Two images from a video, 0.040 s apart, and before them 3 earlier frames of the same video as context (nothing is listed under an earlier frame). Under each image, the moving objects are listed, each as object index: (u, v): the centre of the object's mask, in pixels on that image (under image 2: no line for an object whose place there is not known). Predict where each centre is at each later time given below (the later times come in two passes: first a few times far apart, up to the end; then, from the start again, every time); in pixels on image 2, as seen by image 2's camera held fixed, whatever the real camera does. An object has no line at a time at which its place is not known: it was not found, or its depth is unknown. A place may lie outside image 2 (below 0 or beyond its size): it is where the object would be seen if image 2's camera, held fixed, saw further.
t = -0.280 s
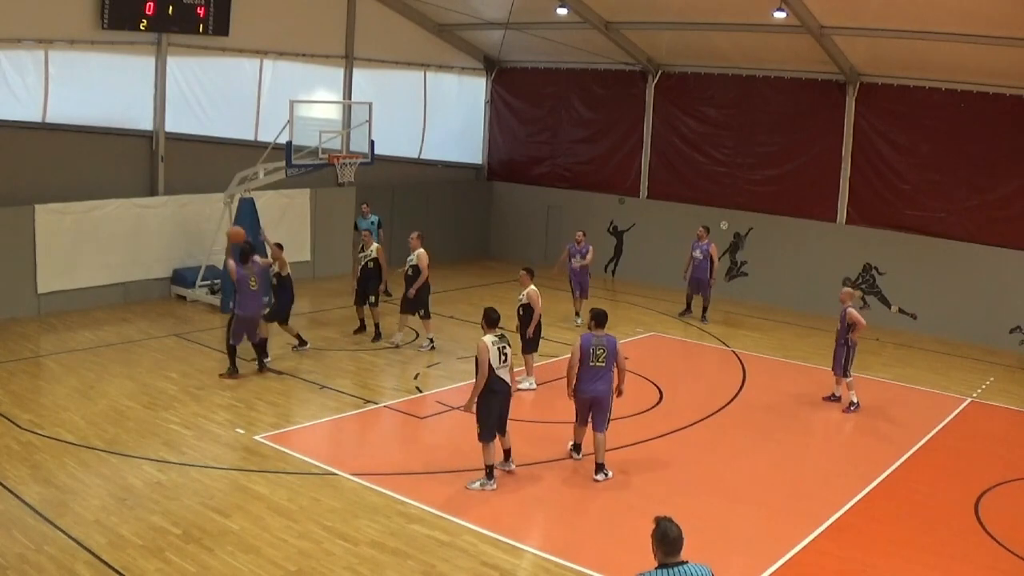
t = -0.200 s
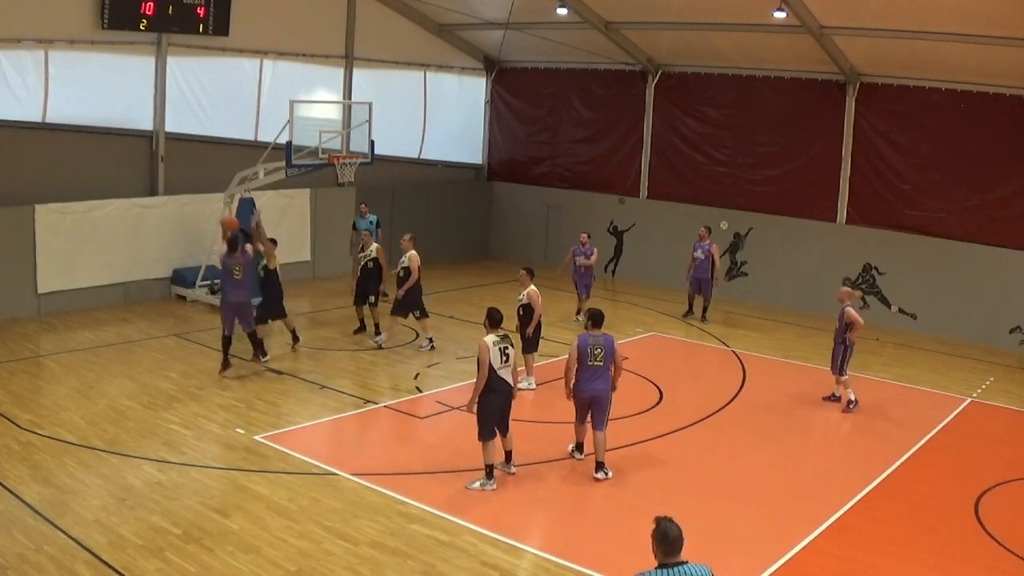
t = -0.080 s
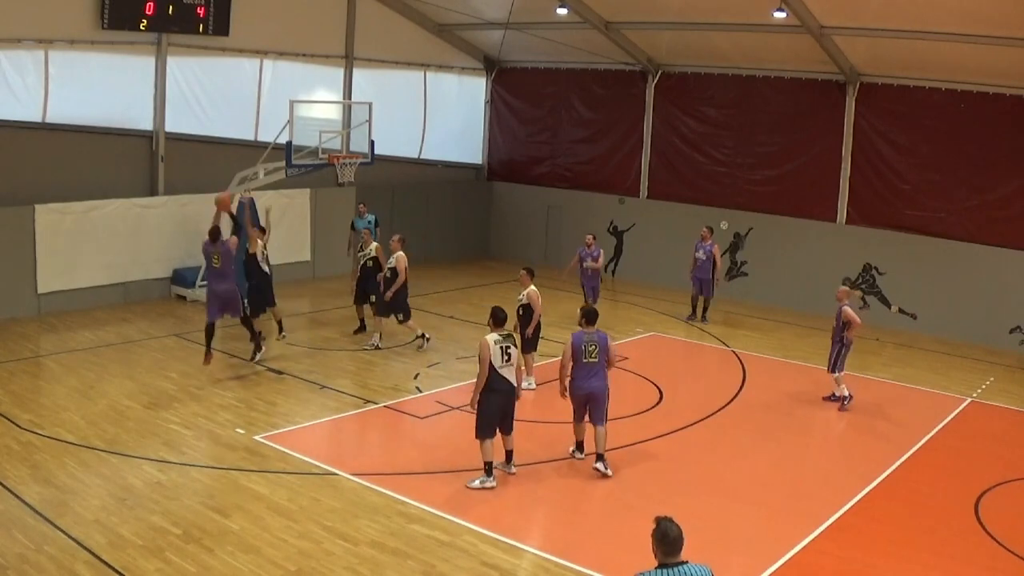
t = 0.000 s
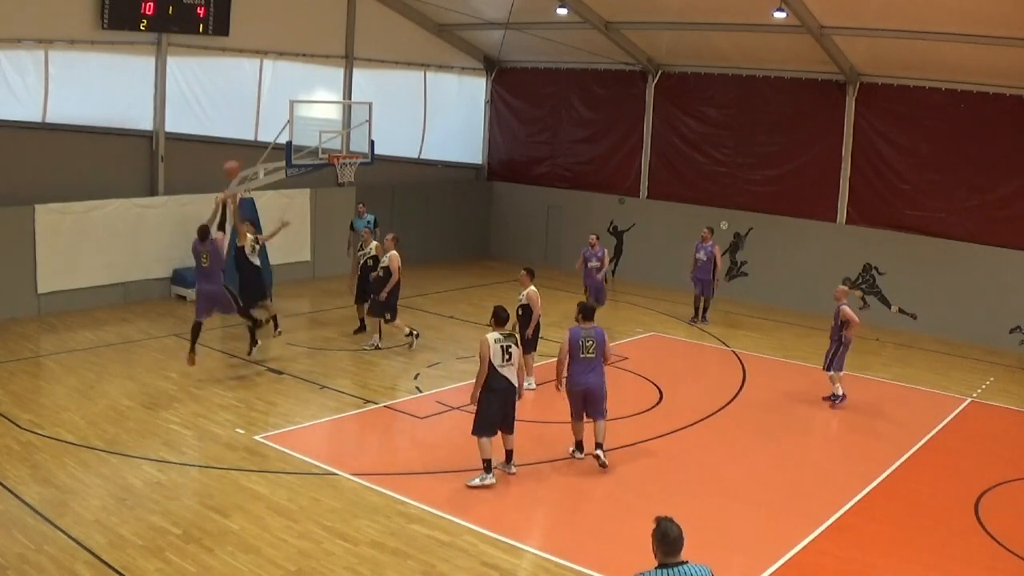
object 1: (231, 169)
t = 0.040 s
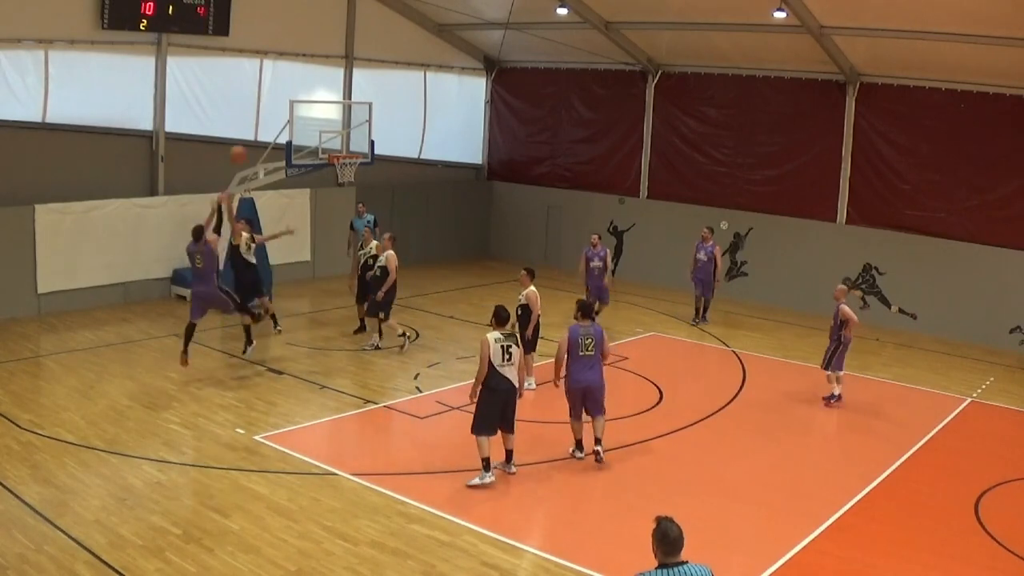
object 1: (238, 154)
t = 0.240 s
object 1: (267, 98)
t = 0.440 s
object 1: (293, 72)
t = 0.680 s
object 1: (321, 76)
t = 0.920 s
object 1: (345, 113)
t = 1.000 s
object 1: (352, 133)
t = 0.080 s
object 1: (244, 139)
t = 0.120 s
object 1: (249, 128)
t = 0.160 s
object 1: (255, 117)
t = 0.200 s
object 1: (261, 107)
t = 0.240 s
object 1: (267, 98)
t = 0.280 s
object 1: (272, 91)
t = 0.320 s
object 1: (277, 84)
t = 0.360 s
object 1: (282, 79)
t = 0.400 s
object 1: (288, 75)
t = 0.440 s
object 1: (293, 72)
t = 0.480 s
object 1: (297, 70)
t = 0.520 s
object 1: (302, 69)
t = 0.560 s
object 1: (307, 70)
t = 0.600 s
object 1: (311, 70)
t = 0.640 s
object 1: (316, 72)
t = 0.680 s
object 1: (321, 76)
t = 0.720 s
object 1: (325, 79)
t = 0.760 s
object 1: (329, 84)
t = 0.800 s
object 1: (333, 90)
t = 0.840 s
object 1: (338, 97)
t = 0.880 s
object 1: (341, 105)
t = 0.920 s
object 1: (345, 113)
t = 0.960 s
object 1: (349, 122)
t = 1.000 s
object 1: (352, 133)
